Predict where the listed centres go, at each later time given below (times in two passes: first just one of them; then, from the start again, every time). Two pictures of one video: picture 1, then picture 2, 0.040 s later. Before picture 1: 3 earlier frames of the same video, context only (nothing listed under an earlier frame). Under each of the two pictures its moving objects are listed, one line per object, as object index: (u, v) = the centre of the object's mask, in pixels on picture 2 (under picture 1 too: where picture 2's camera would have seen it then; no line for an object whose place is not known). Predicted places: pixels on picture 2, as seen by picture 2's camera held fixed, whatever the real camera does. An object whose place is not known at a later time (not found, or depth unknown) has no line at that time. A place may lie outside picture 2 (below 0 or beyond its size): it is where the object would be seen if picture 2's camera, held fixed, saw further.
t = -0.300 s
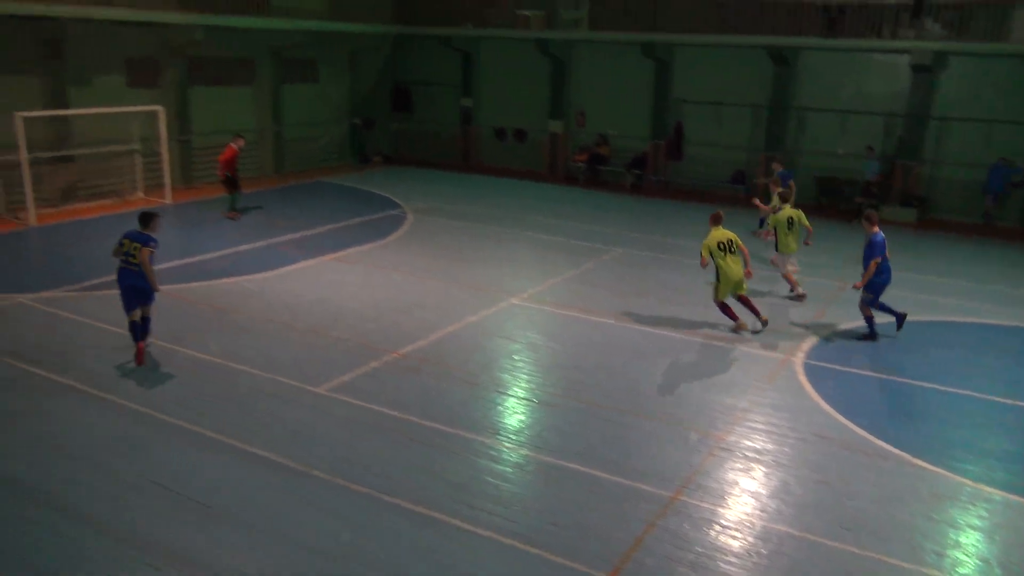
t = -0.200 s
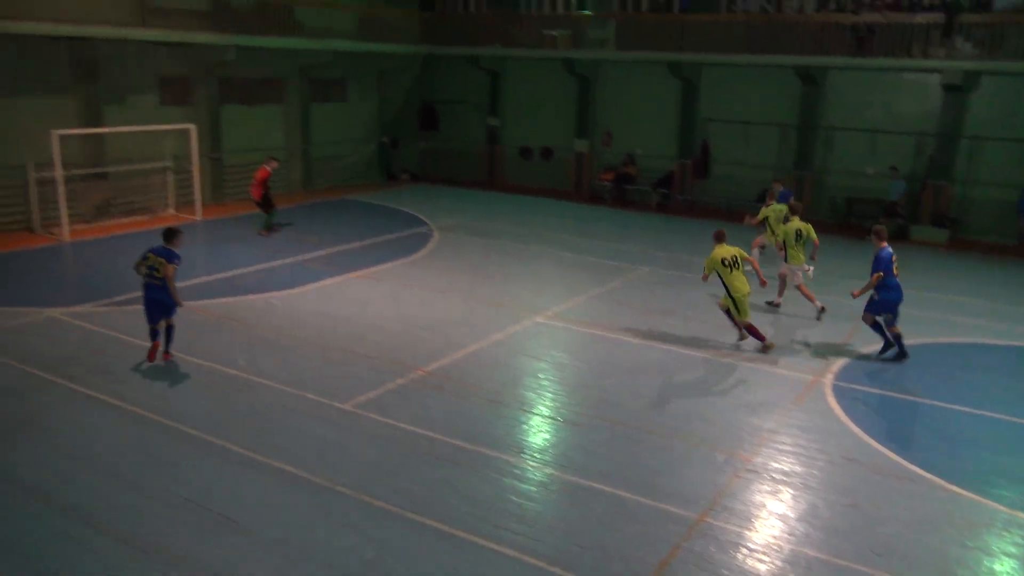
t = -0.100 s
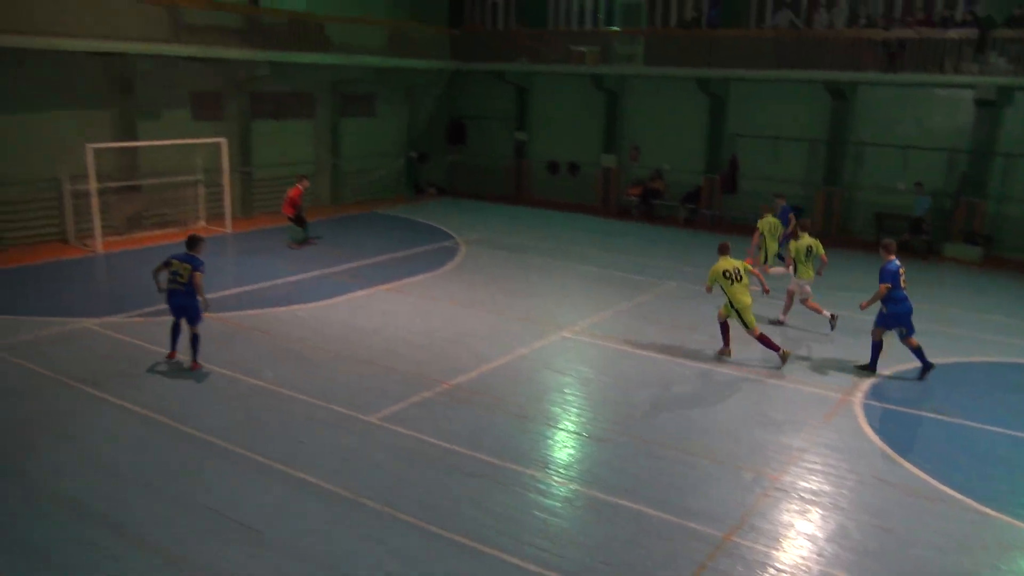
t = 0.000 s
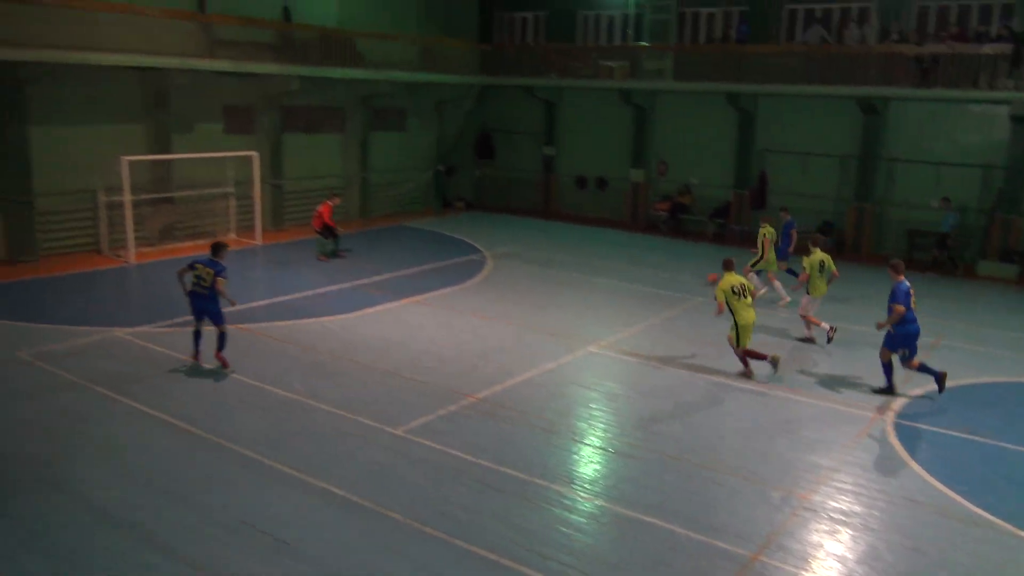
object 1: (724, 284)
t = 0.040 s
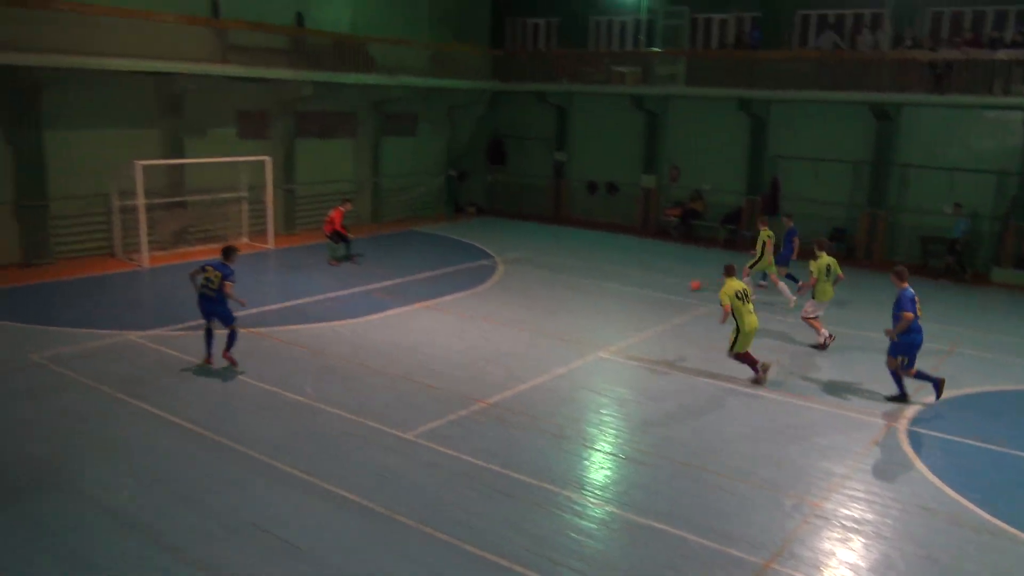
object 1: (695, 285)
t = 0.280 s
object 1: (528, 289)
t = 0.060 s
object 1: (681, 286)
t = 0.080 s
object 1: (666, 286)
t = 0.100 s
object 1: (653, 286)
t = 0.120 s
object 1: (638, 287)
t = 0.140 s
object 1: (624, 287)
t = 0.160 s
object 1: (610, 288)
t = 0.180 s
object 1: (596, 288)
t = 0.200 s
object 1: (582, 288)
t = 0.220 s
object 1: (569, 288)
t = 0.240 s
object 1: (555, 288)
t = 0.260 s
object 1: (541, 289)
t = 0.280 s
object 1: (528, 289)
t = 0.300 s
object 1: (515, 290)
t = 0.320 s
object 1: (500, 290)
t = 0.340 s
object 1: (487, 290)
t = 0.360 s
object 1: (474, 290)
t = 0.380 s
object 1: (461, 291)
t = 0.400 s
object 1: (448, 291)
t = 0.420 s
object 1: (435, 292)
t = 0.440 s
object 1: (422, 292)
